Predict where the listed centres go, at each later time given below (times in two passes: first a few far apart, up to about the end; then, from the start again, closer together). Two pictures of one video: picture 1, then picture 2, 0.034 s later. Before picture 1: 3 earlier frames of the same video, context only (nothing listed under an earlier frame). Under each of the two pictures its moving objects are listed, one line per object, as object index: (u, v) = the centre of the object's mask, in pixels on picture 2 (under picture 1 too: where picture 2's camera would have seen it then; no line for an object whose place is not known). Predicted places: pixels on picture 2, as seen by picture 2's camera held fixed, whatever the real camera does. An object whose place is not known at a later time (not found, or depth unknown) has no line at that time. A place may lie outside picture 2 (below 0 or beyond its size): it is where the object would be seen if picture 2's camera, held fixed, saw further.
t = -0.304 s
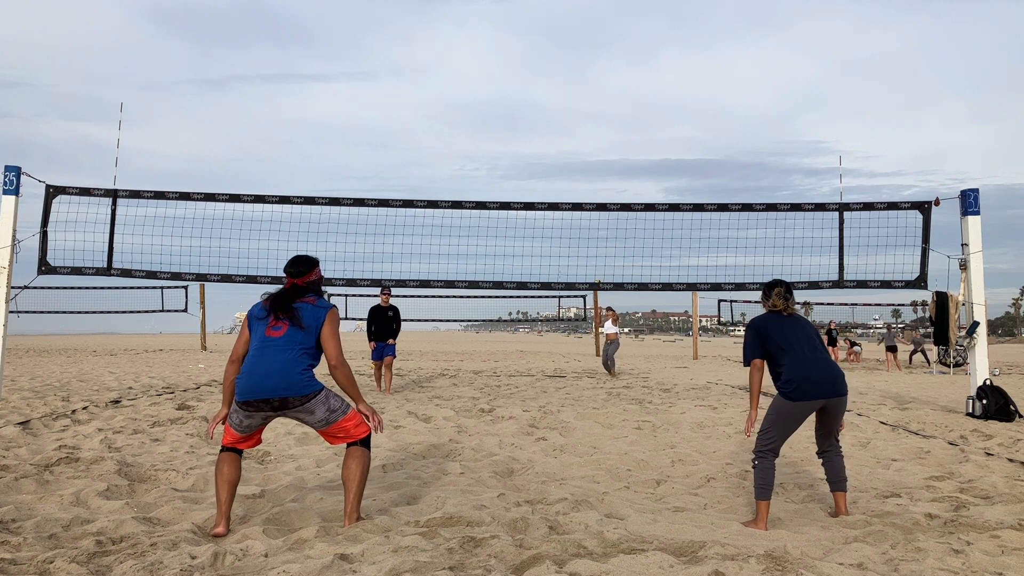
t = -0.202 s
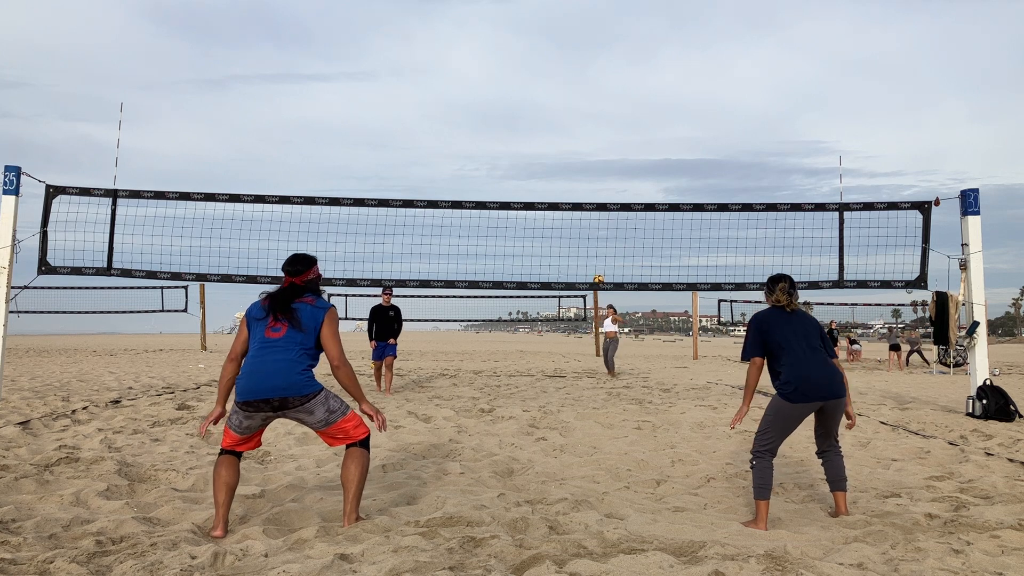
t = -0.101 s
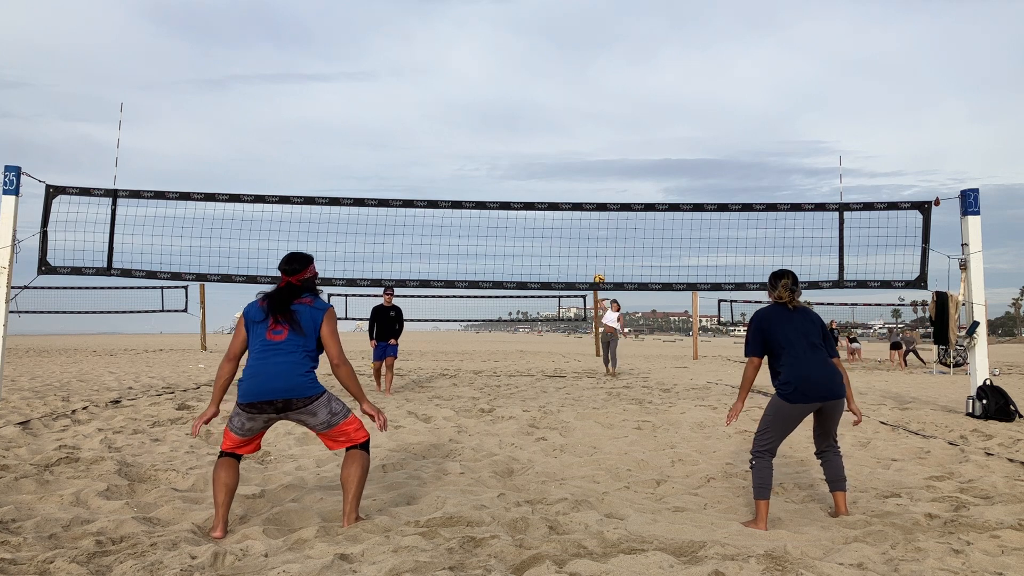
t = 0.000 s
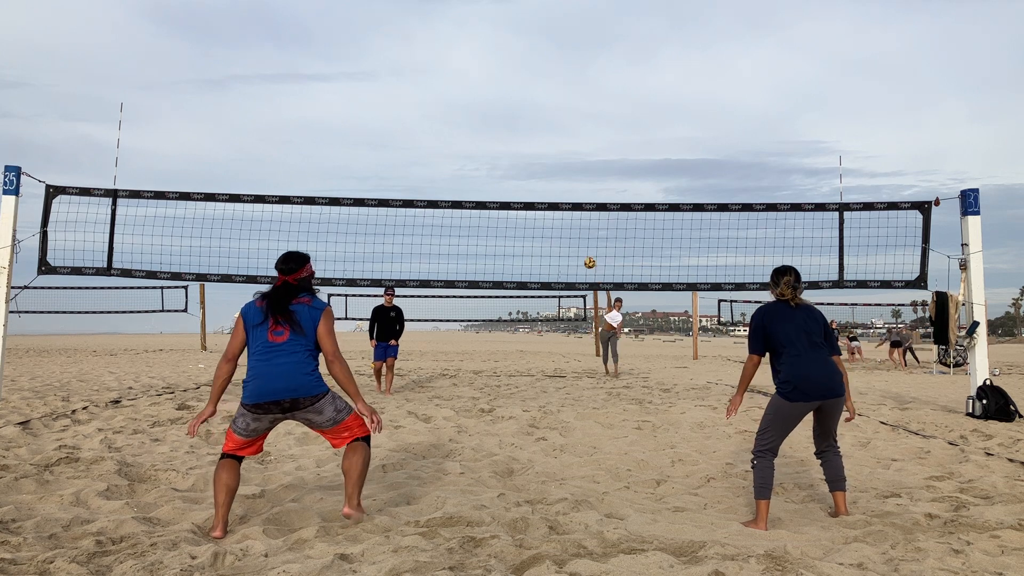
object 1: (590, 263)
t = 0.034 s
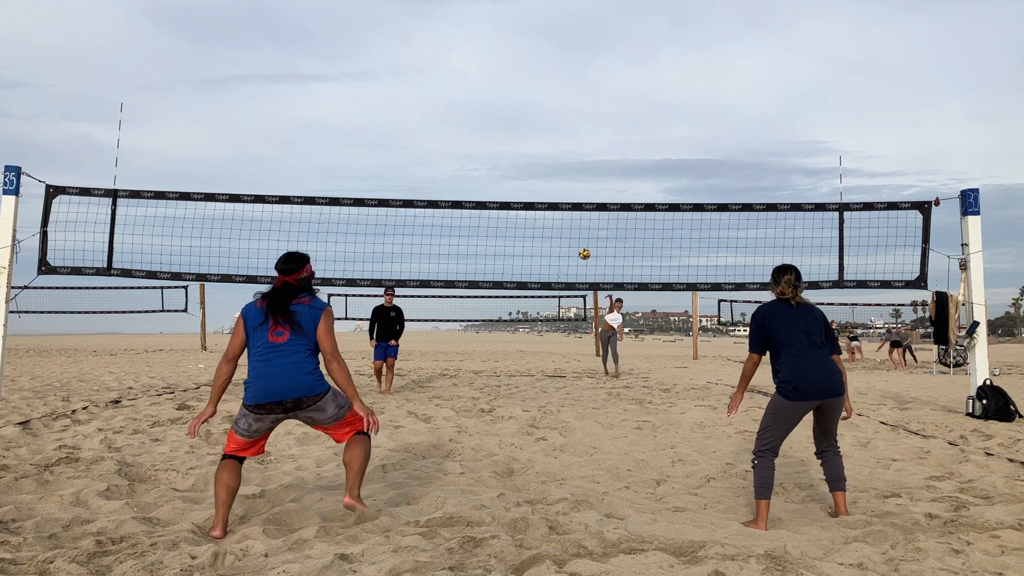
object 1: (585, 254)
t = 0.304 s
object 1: (535, 192)
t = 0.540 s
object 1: (471, 161)
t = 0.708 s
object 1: (409, 162)
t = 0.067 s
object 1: (579, 245)
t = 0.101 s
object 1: (573, 236)
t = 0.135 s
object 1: (568, 228)
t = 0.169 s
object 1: (562, 220)
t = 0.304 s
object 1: (535, 192)
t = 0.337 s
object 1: (527, 186)
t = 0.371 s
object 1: (519, 180)
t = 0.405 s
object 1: (510, 175)
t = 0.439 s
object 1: (501, 171)
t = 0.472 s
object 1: (492, 167)
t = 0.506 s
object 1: (481, 164)
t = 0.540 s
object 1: (471, 161)
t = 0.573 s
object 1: (460, 160)
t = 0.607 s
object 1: (448, 159)
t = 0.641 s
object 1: (436, 159)
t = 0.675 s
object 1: (423, 160)
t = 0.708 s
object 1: (409, 162)
